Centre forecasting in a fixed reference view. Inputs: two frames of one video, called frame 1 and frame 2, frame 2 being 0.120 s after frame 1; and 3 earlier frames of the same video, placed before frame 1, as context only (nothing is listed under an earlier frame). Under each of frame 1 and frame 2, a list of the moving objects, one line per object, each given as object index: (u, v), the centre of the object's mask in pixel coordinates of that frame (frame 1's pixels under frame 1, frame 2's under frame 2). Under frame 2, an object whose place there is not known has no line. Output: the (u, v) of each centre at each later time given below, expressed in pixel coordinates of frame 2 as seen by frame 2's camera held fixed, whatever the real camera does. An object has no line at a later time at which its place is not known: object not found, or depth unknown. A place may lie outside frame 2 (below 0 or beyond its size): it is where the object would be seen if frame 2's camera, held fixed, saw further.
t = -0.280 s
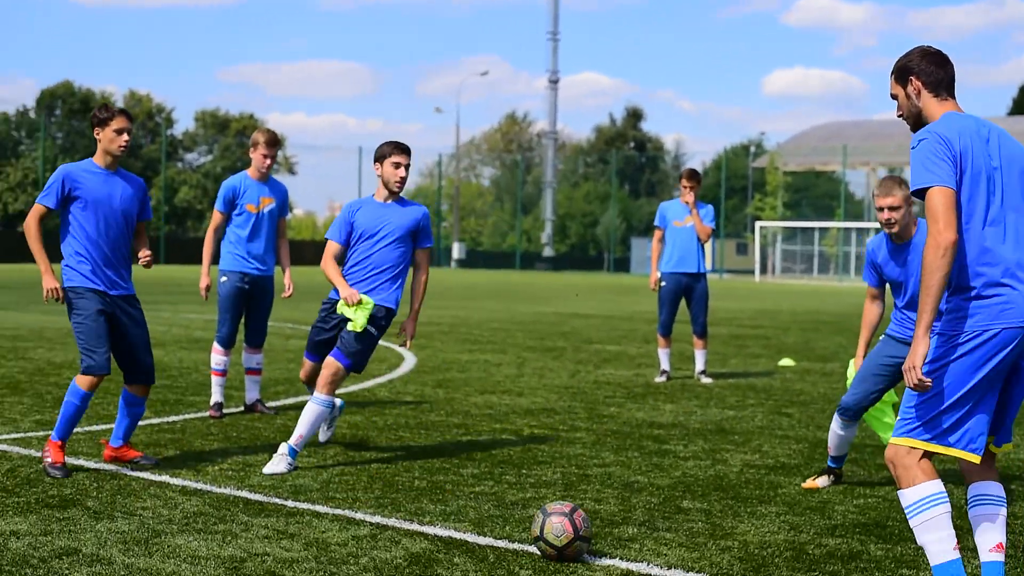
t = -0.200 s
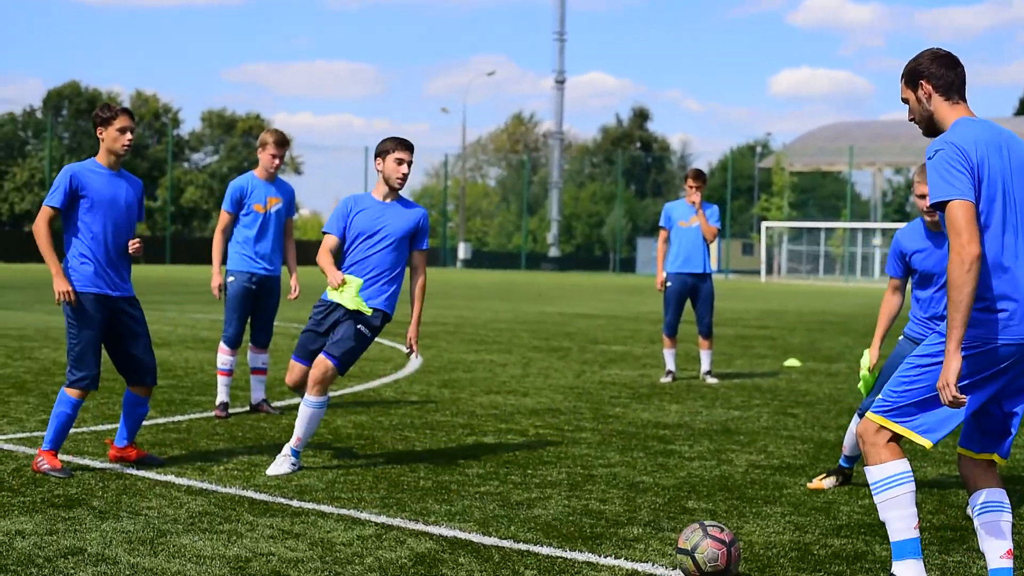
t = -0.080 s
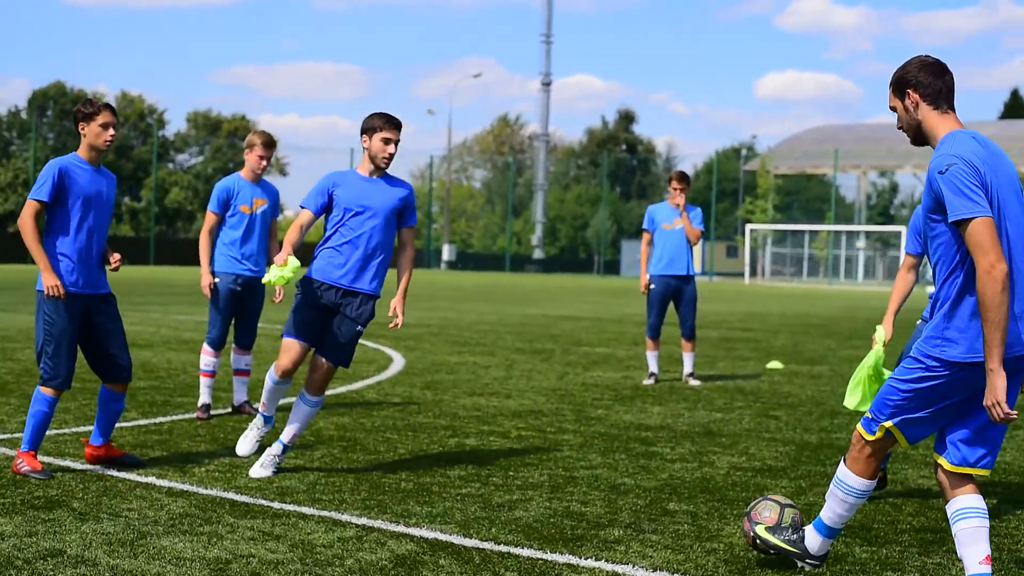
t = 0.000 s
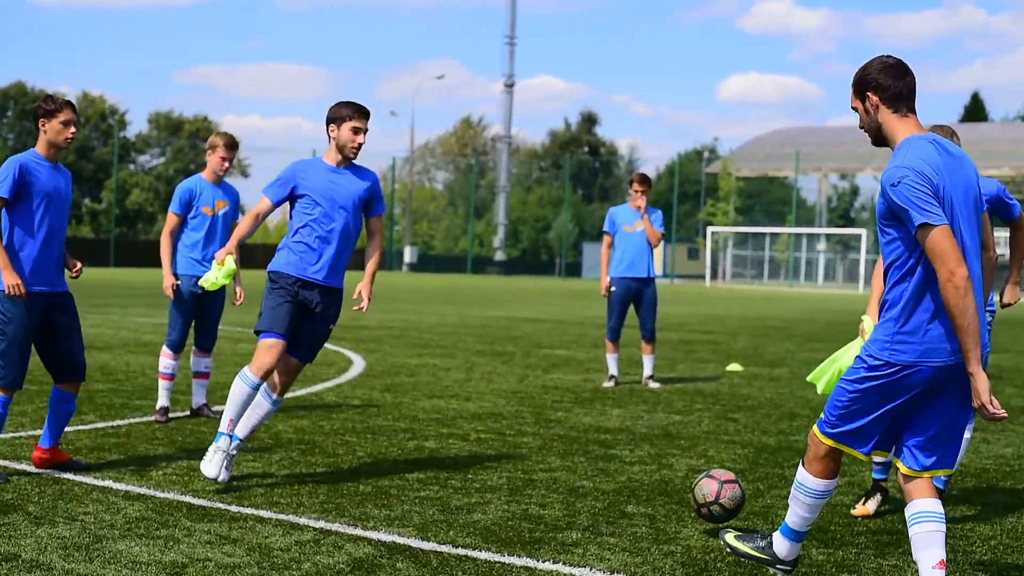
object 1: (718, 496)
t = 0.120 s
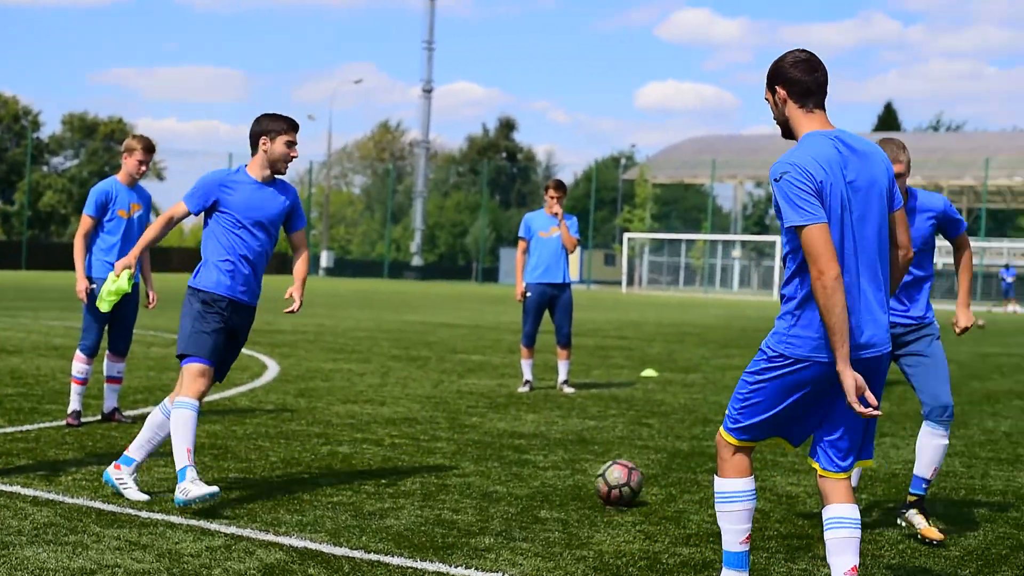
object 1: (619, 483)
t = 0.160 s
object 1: (618, 469)
